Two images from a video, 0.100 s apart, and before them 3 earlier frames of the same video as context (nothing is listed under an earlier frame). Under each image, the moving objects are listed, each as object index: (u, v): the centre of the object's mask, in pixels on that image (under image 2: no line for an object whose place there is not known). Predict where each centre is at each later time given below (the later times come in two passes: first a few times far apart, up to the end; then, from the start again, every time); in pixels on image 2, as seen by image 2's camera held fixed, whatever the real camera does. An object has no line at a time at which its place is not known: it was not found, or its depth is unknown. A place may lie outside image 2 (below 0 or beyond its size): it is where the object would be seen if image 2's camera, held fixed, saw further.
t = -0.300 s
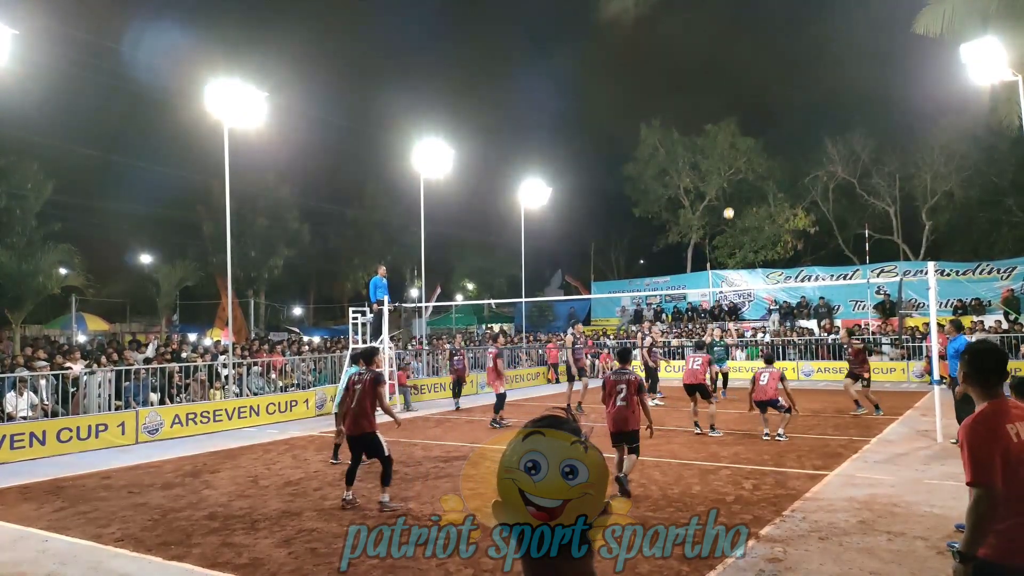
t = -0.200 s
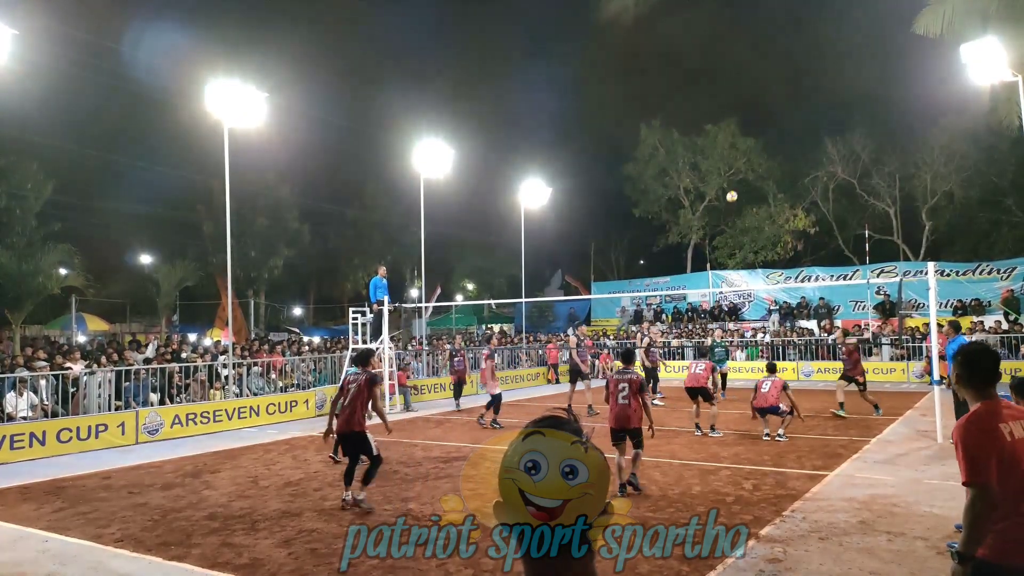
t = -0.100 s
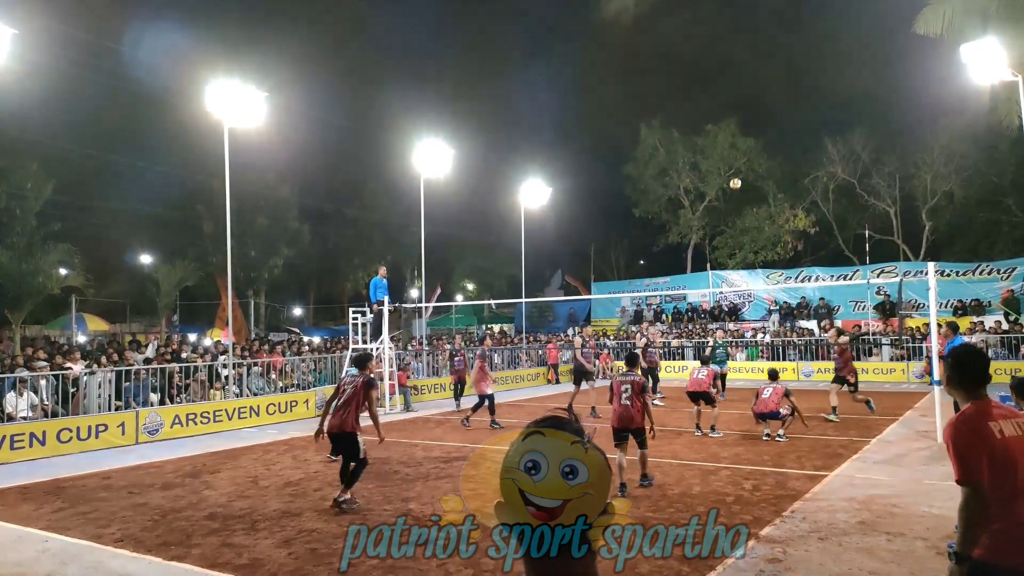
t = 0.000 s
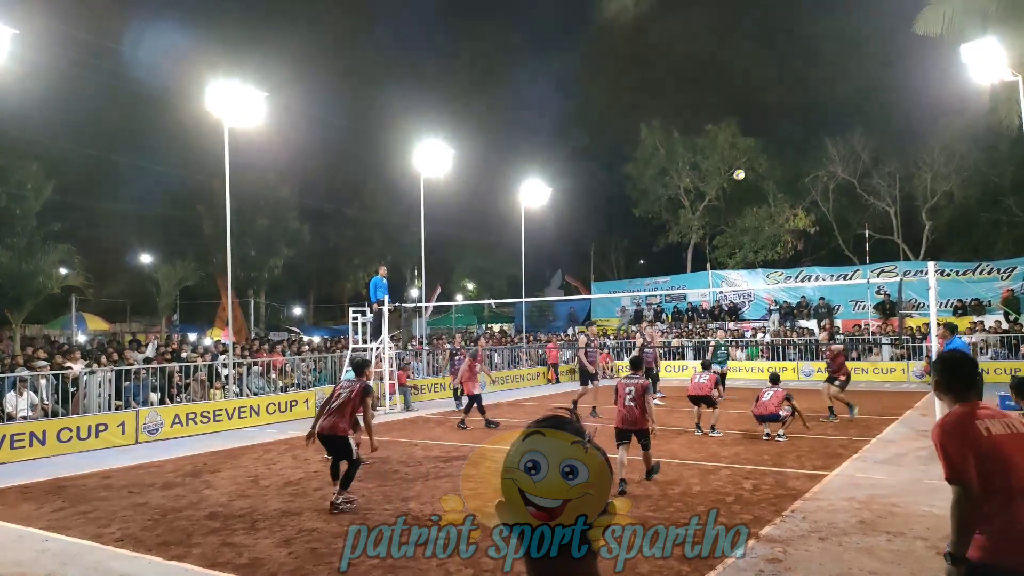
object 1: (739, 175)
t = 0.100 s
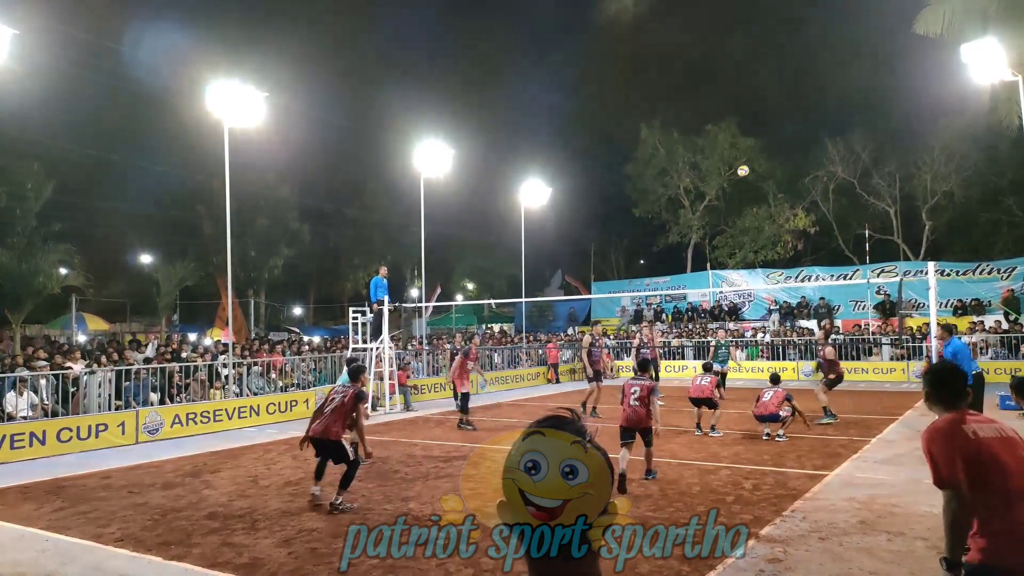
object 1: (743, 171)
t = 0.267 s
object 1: (750, 174)
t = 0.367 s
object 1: (755, 183)
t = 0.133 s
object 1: (744, 170)
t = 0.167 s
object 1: (745, 170)
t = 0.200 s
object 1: (747, 171)
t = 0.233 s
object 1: (748, 173)
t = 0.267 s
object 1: (750, 174)
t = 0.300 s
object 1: (752, 177)
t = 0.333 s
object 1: (753, 180)
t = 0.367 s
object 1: (755, 183)
